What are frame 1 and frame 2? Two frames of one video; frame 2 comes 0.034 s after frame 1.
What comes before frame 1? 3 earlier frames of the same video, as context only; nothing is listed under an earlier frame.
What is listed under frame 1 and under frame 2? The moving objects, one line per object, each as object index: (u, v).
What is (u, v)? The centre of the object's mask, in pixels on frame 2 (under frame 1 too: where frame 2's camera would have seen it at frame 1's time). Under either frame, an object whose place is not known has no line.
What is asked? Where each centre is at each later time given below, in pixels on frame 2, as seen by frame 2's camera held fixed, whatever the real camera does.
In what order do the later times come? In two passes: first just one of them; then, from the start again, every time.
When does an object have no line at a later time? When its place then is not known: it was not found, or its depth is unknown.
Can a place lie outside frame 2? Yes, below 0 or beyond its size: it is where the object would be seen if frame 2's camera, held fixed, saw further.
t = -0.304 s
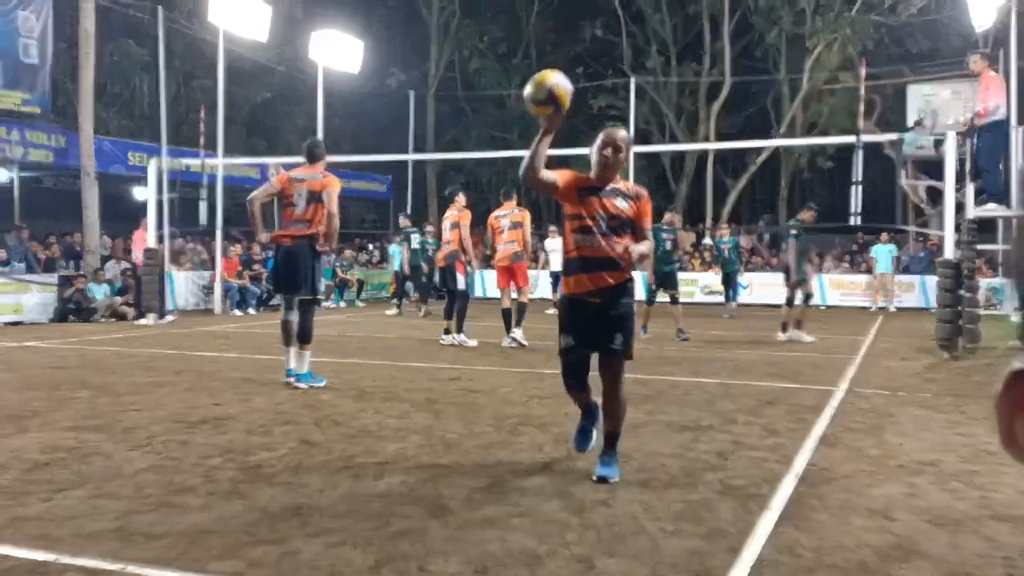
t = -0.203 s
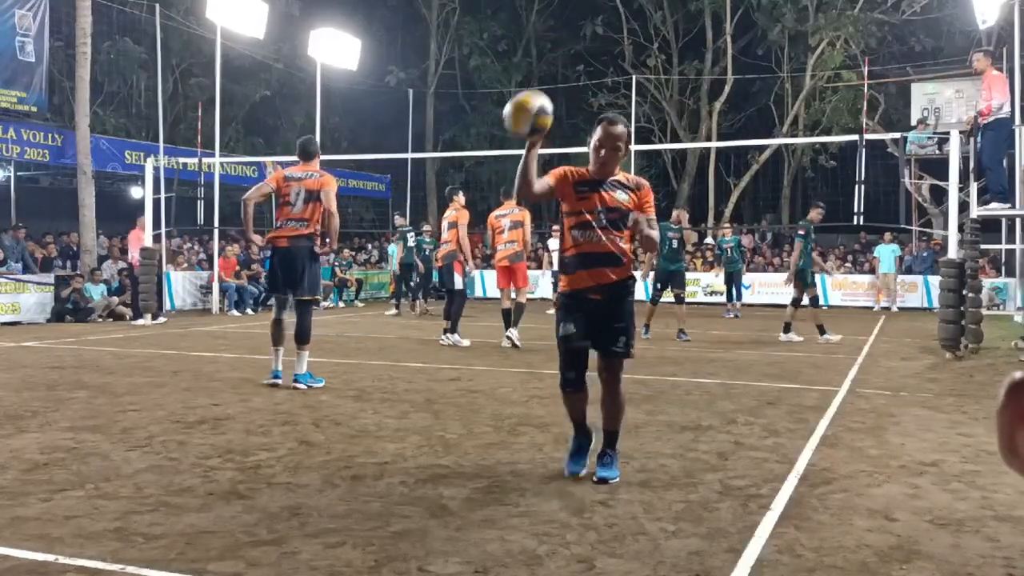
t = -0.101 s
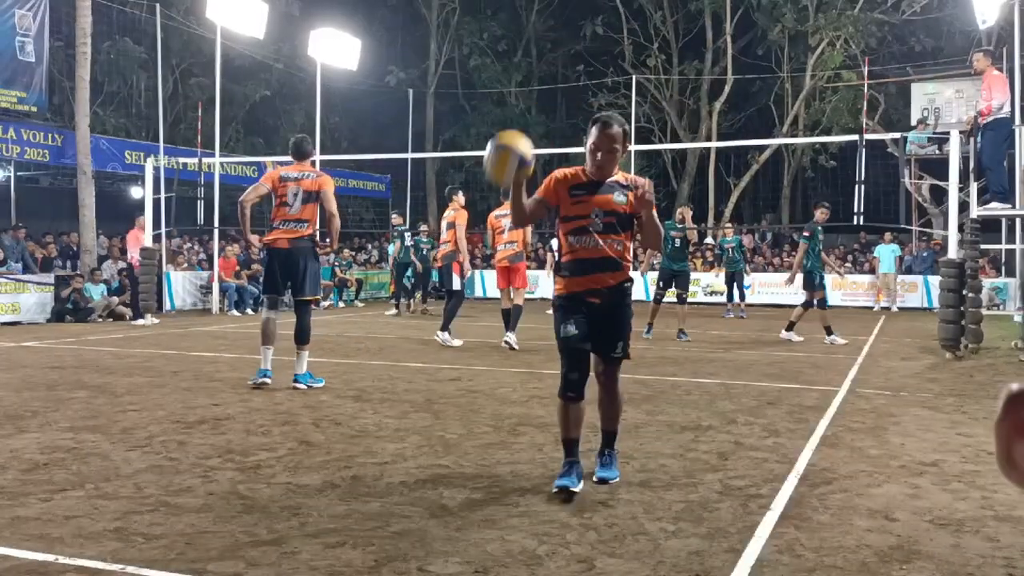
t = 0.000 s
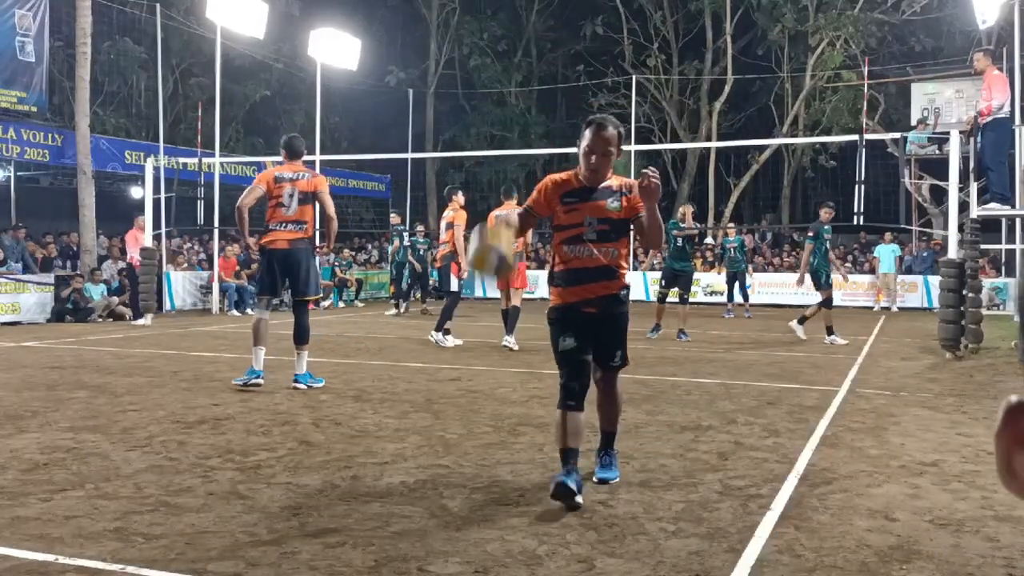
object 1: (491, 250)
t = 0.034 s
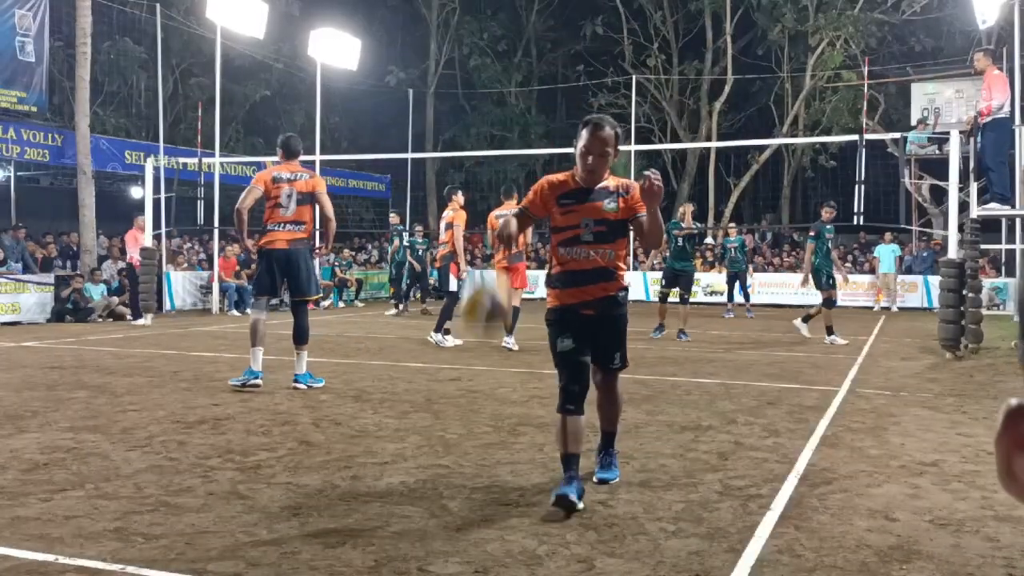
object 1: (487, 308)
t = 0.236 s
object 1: (459, 431)
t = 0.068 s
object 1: (480, 349)
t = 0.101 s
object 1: (473, 405)
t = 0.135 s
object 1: (467, 468)
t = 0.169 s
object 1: (461, 508)
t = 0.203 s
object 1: (460, 470)
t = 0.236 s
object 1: (459, 431)
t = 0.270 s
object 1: (460, 394)
